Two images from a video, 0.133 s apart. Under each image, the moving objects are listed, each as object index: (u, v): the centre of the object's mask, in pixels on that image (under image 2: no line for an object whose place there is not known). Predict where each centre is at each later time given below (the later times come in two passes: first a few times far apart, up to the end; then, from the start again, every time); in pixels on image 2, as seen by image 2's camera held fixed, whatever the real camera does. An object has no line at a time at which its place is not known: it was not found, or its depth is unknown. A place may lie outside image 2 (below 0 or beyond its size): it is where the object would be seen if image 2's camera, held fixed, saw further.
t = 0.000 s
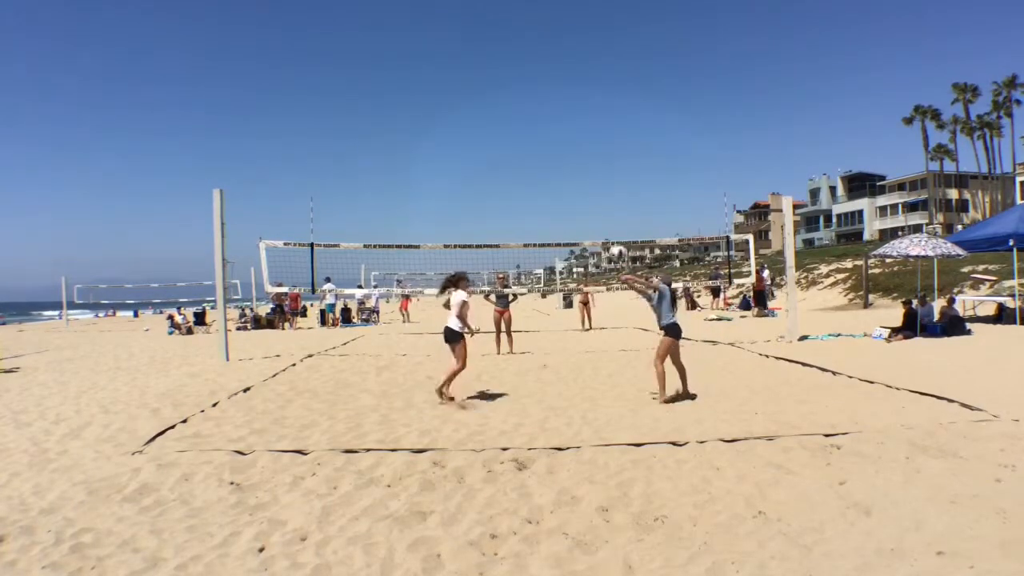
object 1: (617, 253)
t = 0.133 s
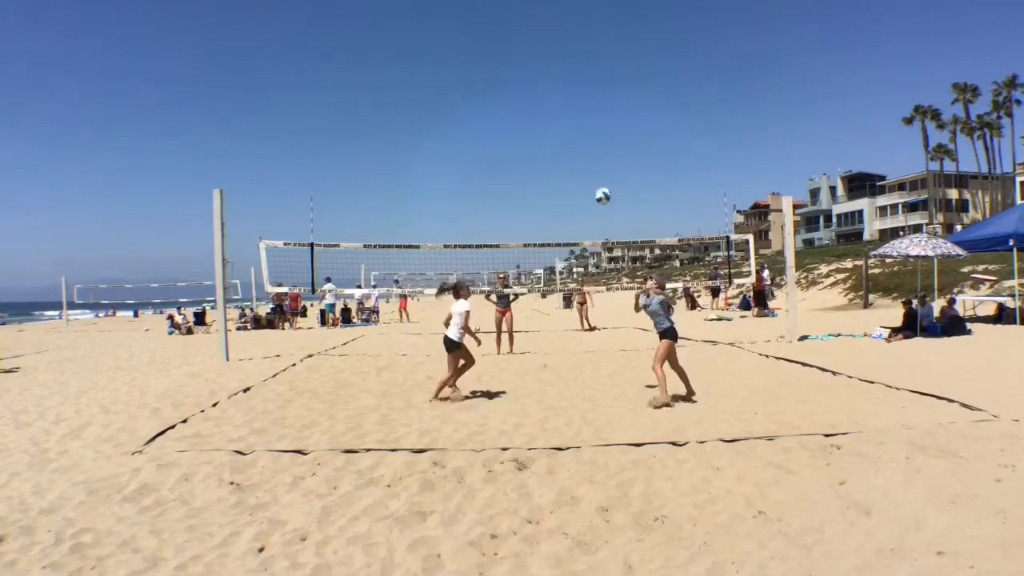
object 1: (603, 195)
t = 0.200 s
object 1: (597, 173)
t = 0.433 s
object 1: (579, 128)
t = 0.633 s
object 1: (569, 123)
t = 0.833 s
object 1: (561, 144)
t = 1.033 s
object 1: (555, 185)
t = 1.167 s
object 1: (553, 224)
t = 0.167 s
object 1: (599, 184)
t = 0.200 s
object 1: (597, 173)
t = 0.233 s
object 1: (594, 164)
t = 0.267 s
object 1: (591, 156)
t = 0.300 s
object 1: (589, 149)
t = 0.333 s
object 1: (587, 143)
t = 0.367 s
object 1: (584, 136)
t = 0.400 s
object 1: (582, 132)
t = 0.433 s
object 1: (579, 128)
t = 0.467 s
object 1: (578, 125)
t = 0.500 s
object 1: (576, 123)
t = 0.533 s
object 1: (574, 122)
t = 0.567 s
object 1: (573, 121)
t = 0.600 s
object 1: (571, 122)
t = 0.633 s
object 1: (569, 123)
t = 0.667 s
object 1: (568, 126)
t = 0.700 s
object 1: (567, 127)
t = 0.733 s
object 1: (565, 130)
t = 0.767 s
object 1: (565, 134)
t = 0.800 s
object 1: (562, 139)
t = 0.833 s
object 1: (561, 144)
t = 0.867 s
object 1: (560, 149)
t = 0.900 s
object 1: (558, 155)
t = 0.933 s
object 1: (557, 162)
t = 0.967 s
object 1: (557, 168)
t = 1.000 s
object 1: (556, 177)
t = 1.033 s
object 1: (555, 185)
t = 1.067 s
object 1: (555, 194)
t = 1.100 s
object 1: (555, 204)
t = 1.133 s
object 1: (553, 214)
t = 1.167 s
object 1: (553, 224)
